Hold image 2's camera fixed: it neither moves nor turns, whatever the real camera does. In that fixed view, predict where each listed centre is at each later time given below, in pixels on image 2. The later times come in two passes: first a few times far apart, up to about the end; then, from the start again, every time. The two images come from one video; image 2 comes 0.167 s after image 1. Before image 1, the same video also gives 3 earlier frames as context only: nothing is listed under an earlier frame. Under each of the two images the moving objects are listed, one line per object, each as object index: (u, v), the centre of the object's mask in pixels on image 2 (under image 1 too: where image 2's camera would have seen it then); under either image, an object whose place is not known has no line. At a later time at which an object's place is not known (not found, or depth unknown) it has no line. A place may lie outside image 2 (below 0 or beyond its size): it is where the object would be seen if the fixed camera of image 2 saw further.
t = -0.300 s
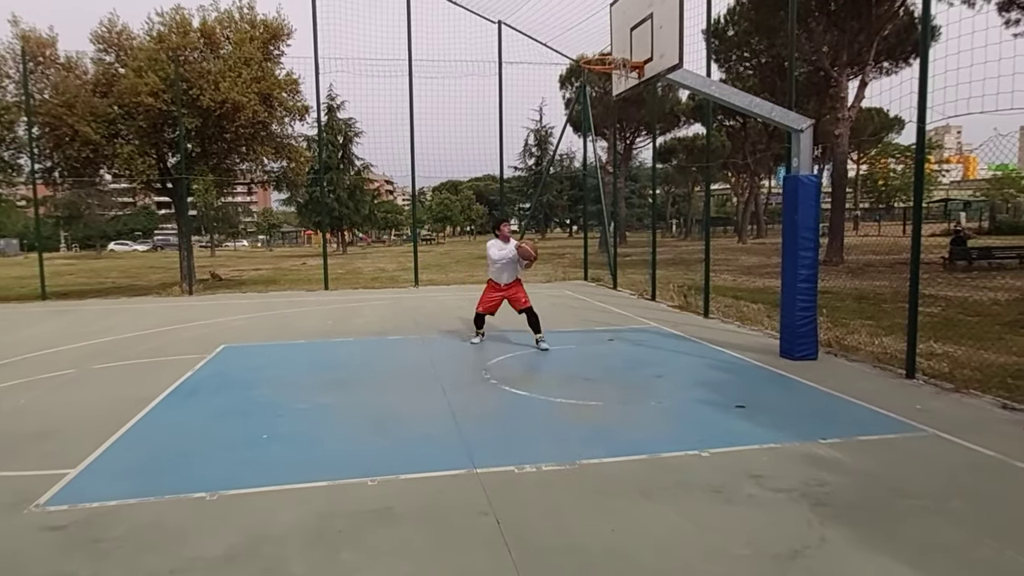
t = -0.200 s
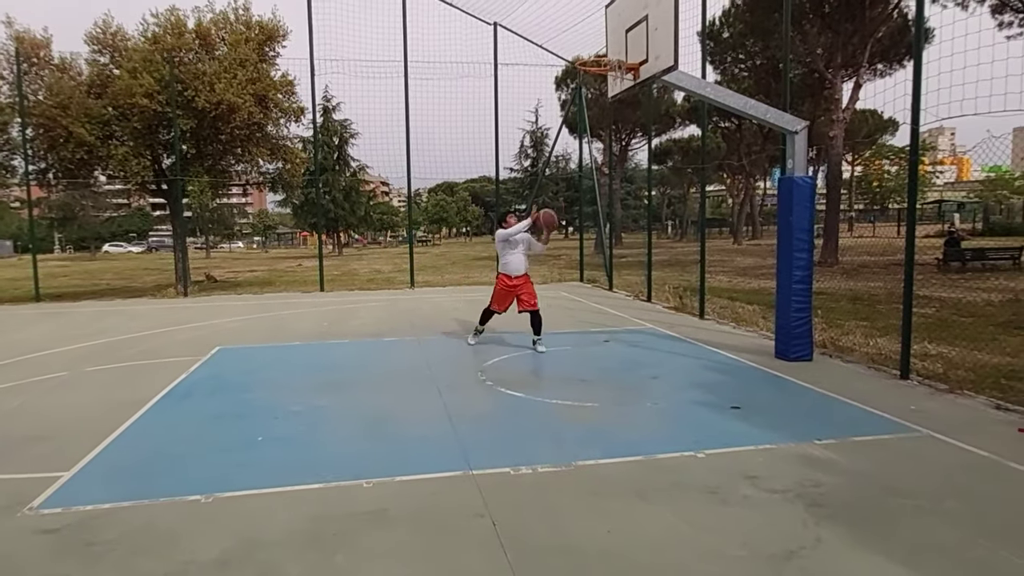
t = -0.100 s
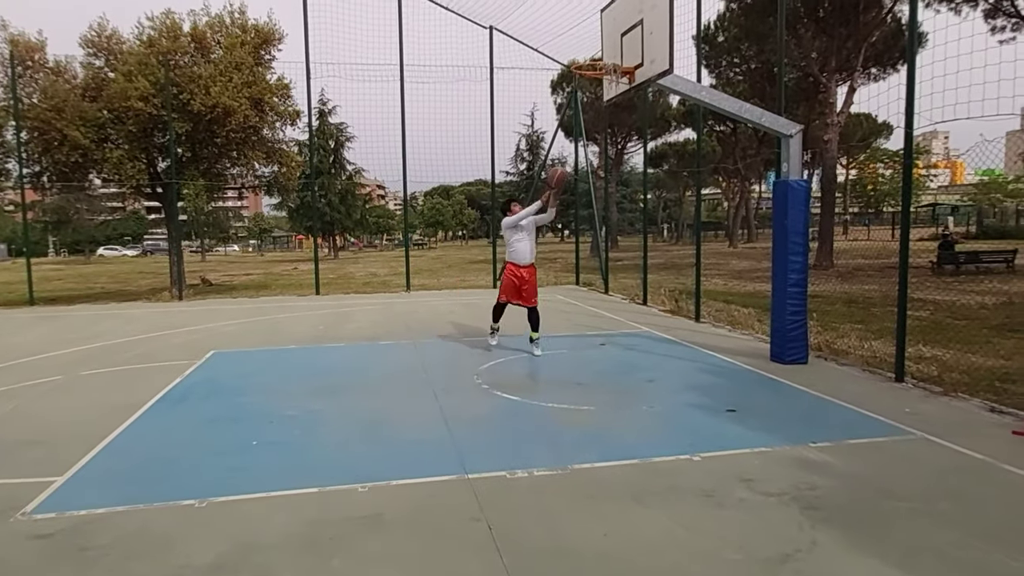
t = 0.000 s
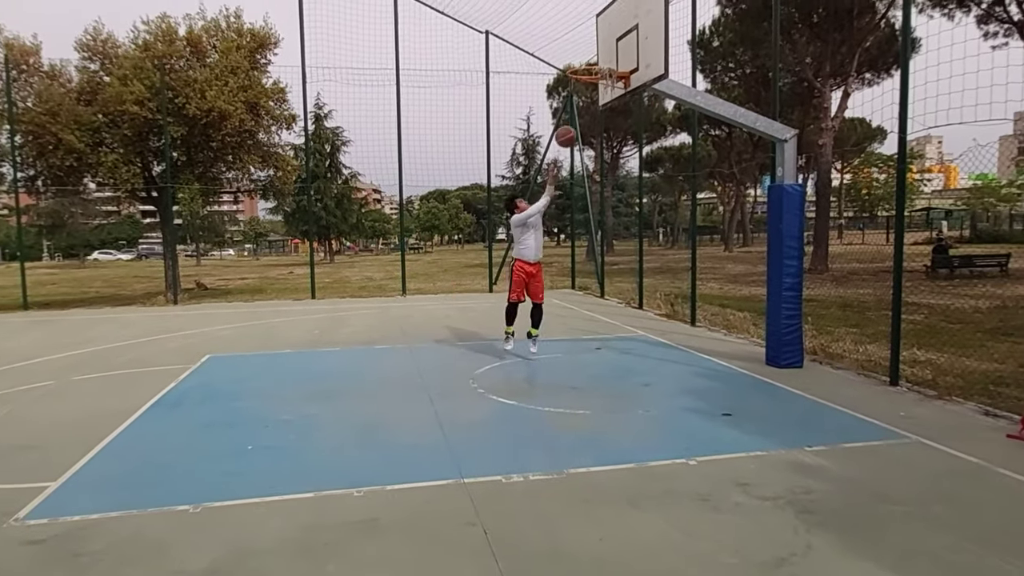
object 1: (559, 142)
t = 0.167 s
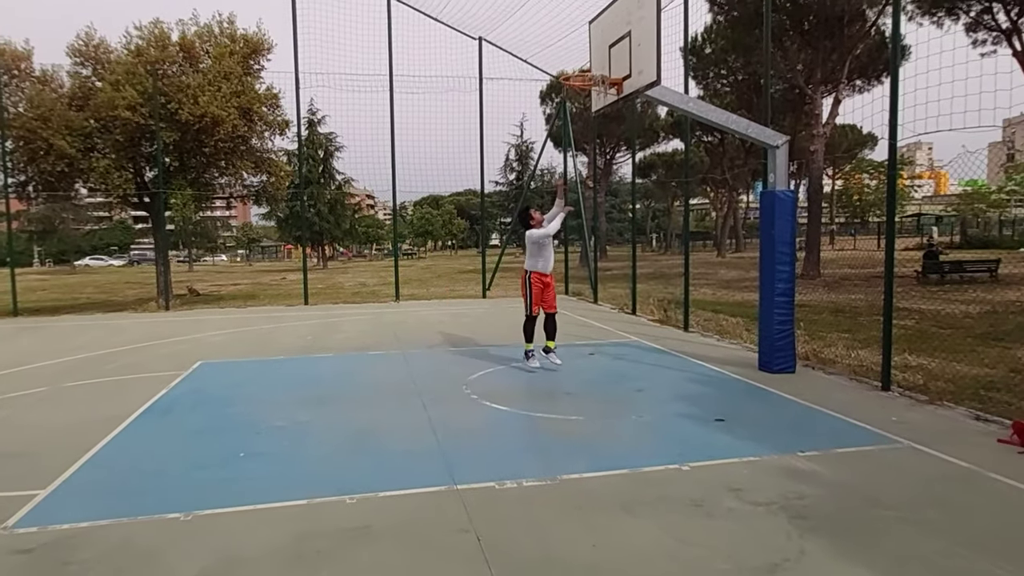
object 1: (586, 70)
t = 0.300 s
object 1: (596, 56)
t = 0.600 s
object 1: (585, 58)
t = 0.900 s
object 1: (569, 151)
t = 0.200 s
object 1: (583, 70)
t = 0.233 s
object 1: (587, 65)
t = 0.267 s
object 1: (591, 61)
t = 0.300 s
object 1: (596, 56)
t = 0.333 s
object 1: (599, 51)
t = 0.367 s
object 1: (598, 48)
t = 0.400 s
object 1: (596, 46)
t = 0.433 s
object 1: (594, 45)
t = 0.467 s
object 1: (593, 45)
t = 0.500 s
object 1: (590, 47)
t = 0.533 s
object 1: (589, 49)
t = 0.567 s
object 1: (587, 53)
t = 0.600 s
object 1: (585, 58)
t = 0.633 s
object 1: (583, 62)
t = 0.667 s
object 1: (581, 67)
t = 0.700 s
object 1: (578, 77)
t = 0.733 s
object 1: (577, 89)
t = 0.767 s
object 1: (575, 98)
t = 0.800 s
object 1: (574, 109)
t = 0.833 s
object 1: (572, 122)
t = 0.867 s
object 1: (570, 136)
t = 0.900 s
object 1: (569, 151)
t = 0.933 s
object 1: (567, 168)
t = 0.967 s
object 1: (565, 187)
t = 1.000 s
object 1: (564, 206)
